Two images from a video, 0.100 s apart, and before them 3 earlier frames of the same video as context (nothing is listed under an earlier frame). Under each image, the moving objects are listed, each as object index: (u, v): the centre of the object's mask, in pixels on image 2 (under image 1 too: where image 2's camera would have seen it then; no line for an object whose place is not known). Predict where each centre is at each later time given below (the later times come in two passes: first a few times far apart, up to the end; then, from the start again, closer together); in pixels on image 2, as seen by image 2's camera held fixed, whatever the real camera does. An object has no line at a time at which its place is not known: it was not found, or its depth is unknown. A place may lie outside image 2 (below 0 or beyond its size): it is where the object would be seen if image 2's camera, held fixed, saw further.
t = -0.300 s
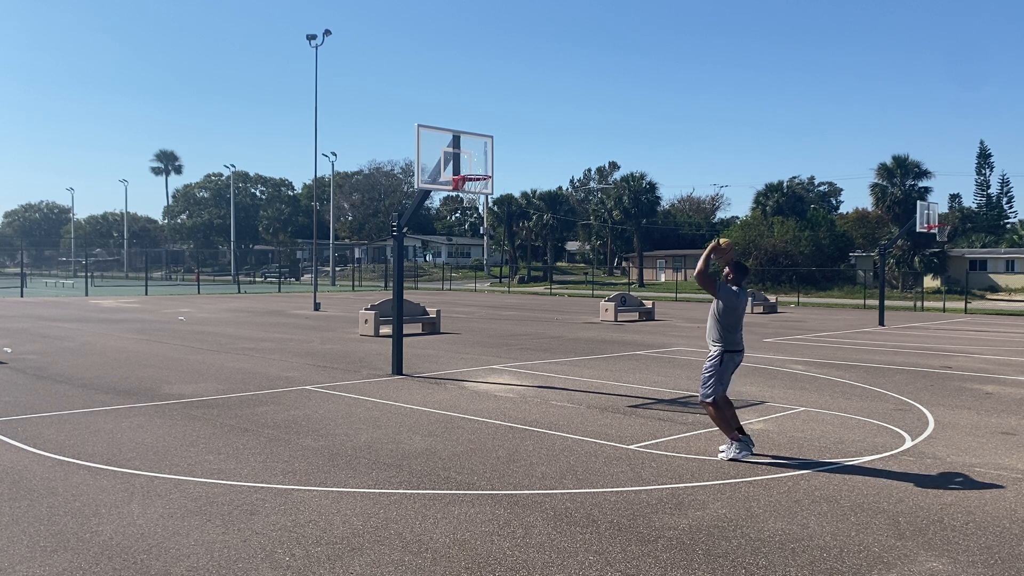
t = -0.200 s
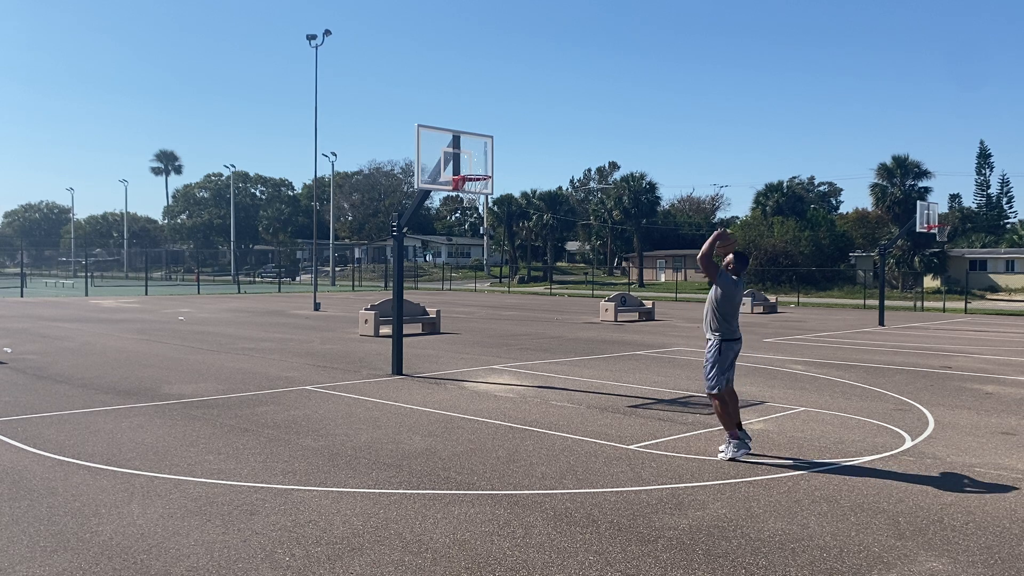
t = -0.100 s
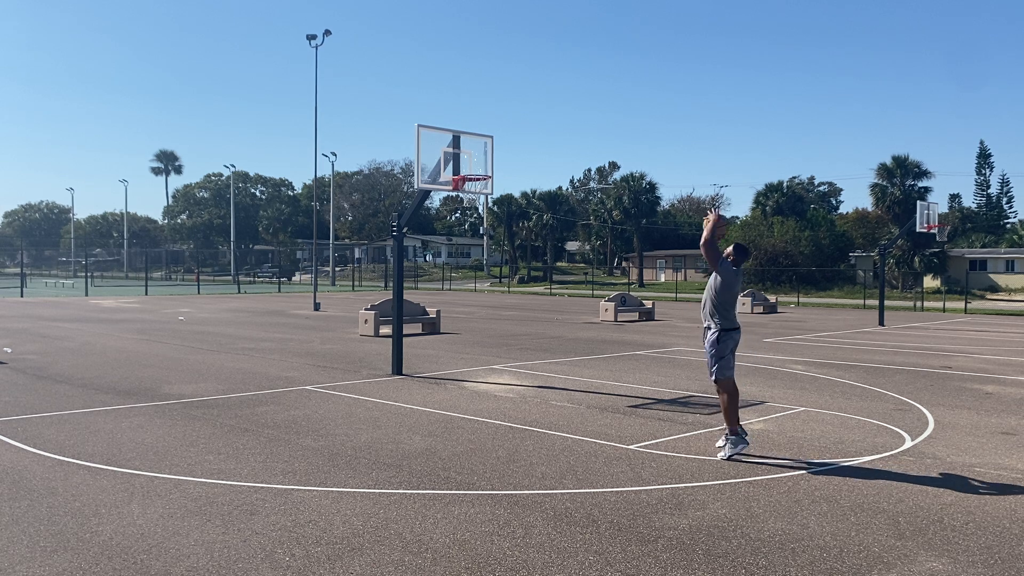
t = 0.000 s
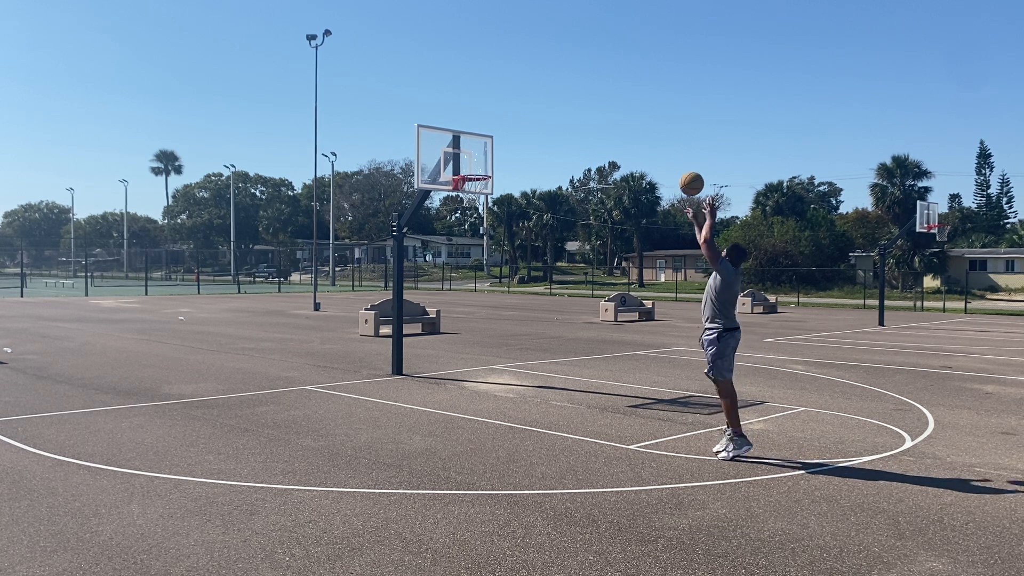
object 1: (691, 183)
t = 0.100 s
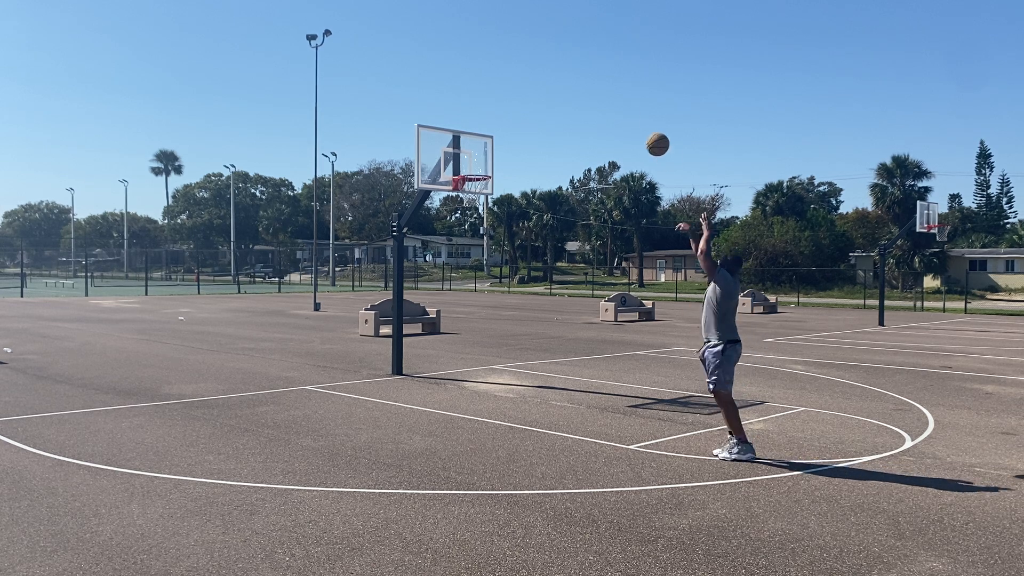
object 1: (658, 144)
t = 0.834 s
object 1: (480, 156)
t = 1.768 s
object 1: (413, 325)
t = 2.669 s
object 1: (331, 277)
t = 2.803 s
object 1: (318, 300)
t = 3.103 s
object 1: (290, 365)
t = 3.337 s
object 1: (269, 316)
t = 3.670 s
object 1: (239, 308)
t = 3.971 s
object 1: (212, 364)
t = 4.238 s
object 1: (191, 334)
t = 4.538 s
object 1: (165, 332)
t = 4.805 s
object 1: (143, 369)
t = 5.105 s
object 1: (118, 340)
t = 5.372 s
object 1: (96, 364)
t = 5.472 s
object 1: (88, 364)
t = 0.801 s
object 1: (486, 148)
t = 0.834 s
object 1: (480, 156)
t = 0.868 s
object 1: (474, 165)
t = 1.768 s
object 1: (413, 325)
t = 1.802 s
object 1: (410, 340)
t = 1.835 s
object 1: (405, 354)
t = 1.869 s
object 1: (401, 370)
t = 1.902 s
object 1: (398, 373)
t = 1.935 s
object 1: (395, 361)
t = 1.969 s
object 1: (392, 349)
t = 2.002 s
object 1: (390, 338)
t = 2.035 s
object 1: (386, 328)
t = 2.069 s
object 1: (383, 318)
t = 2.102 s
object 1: (382, 309)
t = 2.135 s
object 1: (378, 302)
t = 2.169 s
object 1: (376, 295)
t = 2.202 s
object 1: (373, 289)
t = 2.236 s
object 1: (370, 282)
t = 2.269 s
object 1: (366, 278)
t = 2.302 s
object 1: (364, 274)
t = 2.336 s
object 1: (360, 270)
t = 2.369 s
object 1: (358, 267)
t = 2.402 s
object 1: (355, 266)
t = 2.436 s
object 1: (351, 265)
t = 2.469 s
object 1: (349, 264)
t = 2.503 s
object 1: (345, 264)
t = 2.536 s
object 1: (343, 265)
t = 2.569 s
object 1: (339, 267)
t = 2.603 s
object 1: (336, 269)
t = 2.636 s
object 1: (334, 273)
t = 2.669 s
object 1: (331, 277)
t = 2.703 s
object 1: (326, 282)
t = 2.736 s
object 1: (324, 287)
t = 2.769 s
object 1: (321, 293)
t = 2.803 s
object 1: (318, 300)
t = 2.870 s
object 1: (311, 316)
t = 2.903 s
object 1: (308, 325)
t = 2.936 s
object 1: (305, 334)
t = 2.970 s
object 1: (302, 345)
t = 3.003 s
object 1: (299, 356)
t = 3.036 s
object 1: (296, 368)
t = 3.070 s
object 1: (292, 375)
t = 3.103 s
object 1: (290, 365)
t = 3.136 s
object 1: (287, 356)
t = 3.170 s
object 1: (284, 347)
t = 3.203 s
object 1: (281, 339)
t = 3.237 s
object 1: (278, 332)
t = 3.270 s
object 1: (275, 326)
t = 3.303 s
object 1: (272, 320)
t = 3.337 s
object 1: (269, 316)
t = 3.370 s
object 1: (266, 311)
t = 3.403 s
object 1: (263, 308)
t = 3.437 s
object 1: (260, 305)
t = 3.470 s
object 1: (257, 304)
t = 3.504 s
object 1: (254, 302)
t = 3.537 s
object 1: (251, 302)
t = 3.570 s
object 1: (248, 303)
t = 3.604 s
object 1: (246, 304)
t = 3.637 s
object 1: (242, 305)
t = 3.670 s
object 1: (239, 308)
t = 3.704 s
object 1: (236, 311)
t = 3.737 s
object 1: (233, 315)
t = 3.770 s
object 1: (230, 320)
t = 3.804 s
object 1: (227, 326)
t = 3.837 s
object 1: (224, 332)
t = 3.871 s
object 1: (221, 339)
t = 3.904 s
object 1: (218, 346)
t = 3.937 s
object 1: (215, 355)
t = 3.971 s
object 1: (212, 364)
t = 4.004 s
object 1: (209, 373)
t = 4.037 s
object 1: (206, 369)
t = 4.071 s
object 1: (204, 361)
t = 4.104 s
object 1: (201, 354)
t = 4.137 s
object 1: (199, 348)
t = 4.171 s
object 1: (196, 343)
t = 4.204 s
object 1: (193, 338)
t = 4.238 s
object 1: (191, 334)
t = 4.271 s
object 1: (188, 331)
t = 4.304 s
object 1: (185, 329)
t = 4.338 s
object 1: (182, 327)
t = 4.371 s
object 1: (180, 326)
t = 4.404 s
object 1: (177, 326)
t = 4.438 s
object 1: (174, 326)
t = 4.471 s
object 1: (171, 328)
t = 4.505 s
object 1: (168, 330)
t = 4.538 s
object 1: (165, 332)
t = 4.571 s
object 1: (162, 336)
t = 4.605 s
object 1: (160, 340)
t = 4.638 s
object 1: (157, 345)
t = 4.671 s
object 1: (154, 351)
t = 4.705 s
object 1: (151, 357)
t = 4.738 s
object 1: (149, 364)
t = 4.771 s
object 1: (146, 372)
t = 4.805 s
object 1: (143, 369)
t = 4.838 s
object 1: (140, 363)
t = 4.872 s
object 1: (137, 357)
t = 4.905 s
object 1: (135, 353)
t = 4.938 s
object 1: (132, 348)
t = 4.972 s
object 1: (129, 345)
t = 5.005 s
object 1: (126, 343)
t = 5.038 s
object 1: (124, 341)
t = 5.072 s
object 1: (121, 340)
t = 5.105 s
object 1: (118, 340)
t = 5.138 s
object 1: (115, 340)
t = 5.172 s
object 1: (113, 342)
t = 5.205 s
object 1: (110, 344)
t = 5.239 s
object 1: (107, 346)
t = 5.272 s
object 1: (104, 350)
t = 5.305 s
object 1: (101, 354)
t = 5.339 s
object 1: (99, 359)
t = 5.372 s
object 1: (96, 364)
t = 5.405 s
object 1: (93, 370)
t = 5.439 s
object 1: (90, 369)
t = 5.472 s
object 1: (88, 364)
